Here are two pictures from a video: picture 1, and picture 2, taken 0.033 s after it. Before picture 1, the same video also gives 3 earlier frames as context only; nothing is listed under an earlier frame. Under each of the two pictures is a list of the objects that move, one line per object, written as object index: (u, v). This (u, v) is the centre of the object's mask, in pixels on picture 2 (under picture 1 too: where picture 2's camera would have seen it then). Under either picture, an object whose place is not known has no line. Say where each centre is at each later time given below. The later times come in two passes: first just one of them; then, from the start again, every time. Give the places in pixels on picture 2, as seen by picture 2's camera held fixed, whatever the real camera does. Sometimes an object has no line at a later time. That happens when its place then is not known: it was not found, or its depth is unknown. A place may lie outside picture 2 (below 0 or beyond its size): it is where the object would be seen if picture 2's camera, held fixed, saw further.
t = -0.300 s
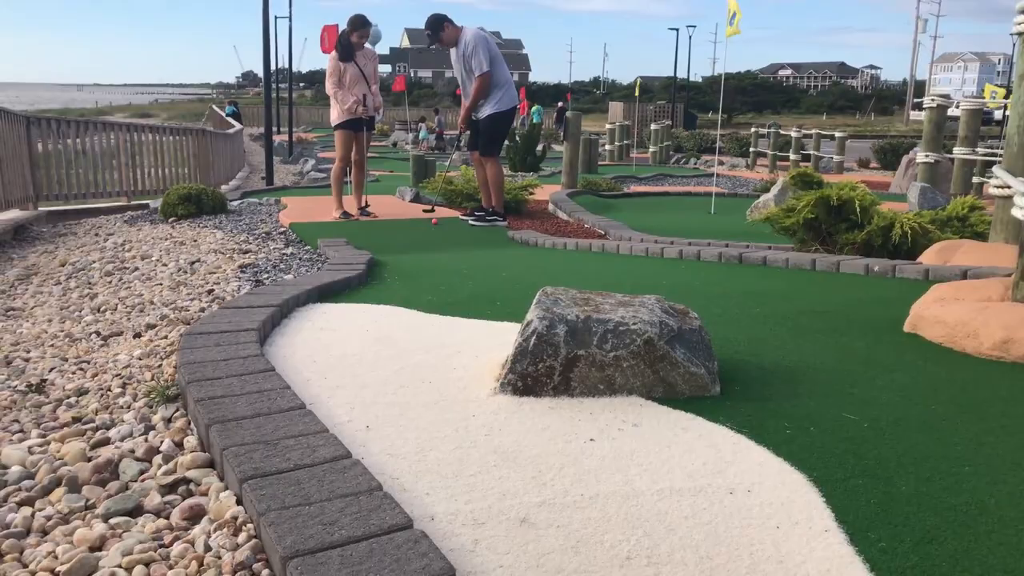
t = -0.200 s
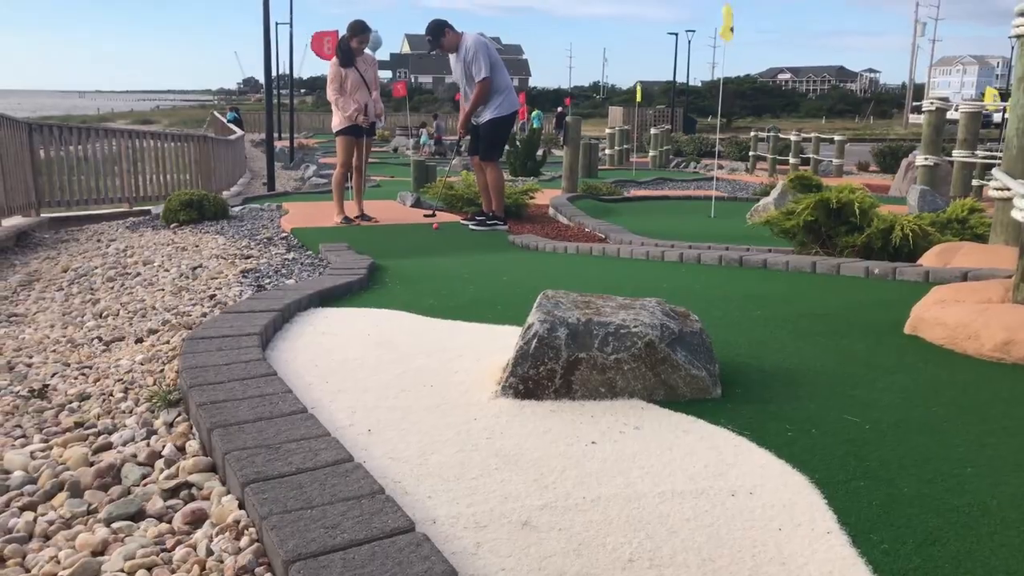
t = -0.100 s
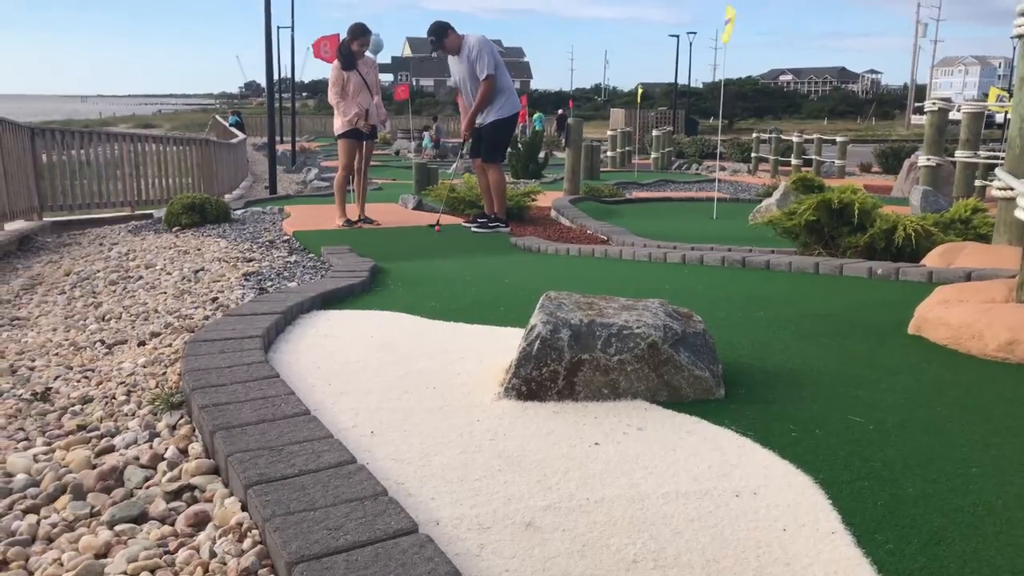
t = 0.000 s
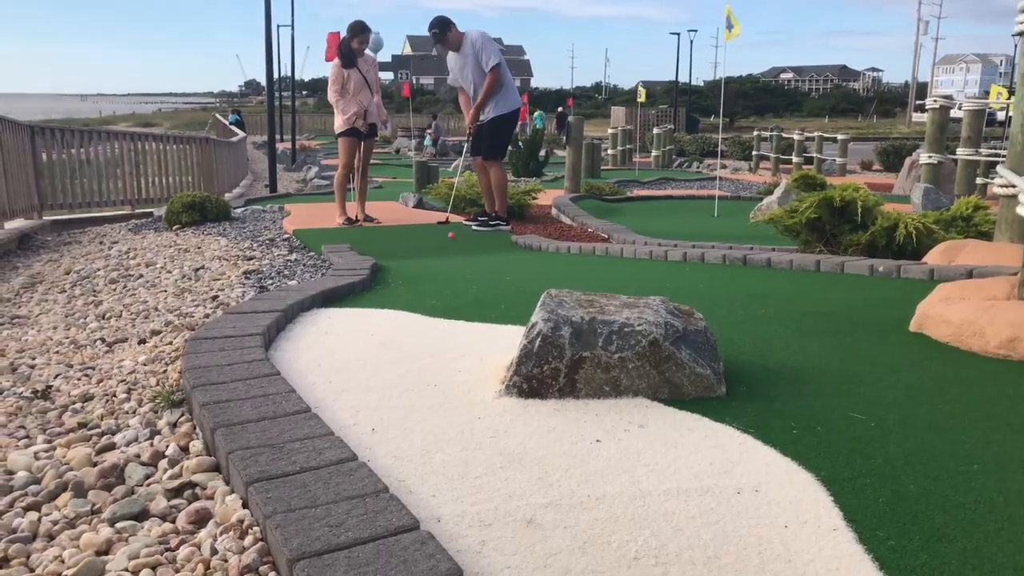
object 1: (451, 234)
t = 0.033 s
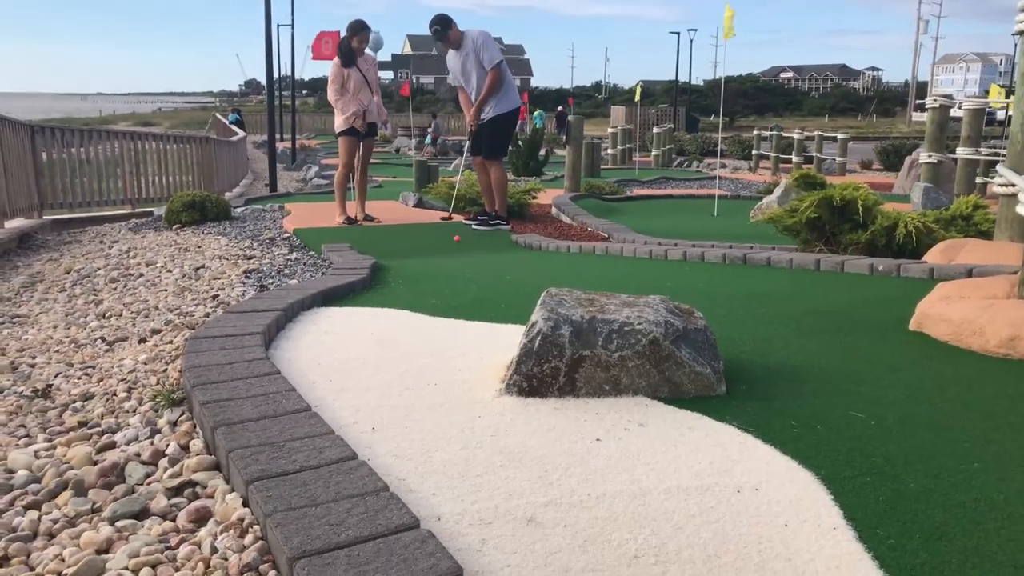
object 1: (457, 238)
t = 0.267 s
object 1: (501, 252)
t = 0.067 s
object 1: (463, 242)
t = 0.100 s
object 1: (469, 247)
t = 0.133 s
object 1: (475, 250)
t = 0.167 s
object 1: (481, 250)
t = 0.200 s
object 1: (488, 253)
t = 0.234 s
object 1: (494, 251)
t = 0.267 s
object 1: (501, 252)
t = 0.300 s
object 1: (508, 254)
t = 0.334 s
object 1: (515, 257)
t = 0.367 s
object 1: (521, 256)
